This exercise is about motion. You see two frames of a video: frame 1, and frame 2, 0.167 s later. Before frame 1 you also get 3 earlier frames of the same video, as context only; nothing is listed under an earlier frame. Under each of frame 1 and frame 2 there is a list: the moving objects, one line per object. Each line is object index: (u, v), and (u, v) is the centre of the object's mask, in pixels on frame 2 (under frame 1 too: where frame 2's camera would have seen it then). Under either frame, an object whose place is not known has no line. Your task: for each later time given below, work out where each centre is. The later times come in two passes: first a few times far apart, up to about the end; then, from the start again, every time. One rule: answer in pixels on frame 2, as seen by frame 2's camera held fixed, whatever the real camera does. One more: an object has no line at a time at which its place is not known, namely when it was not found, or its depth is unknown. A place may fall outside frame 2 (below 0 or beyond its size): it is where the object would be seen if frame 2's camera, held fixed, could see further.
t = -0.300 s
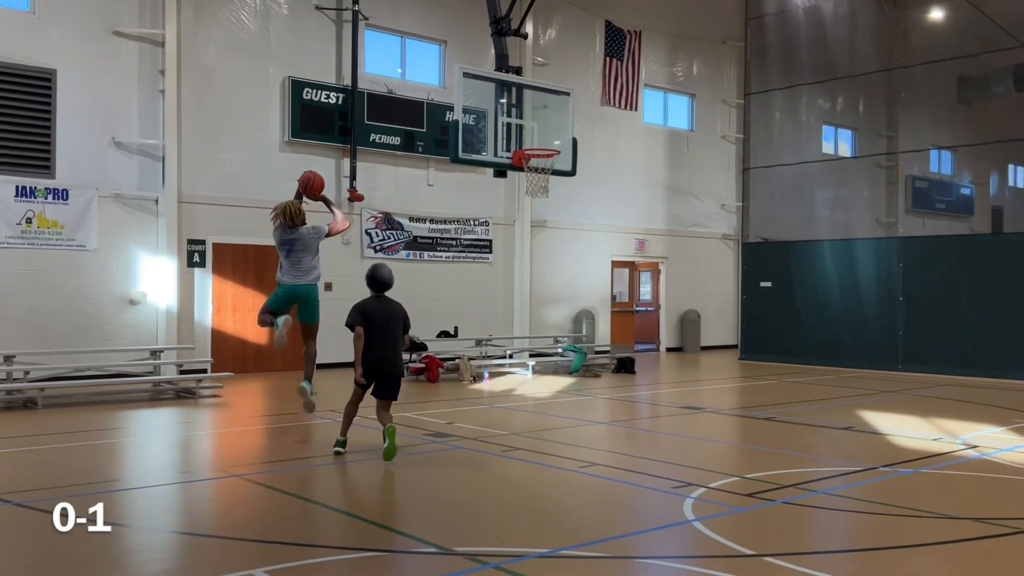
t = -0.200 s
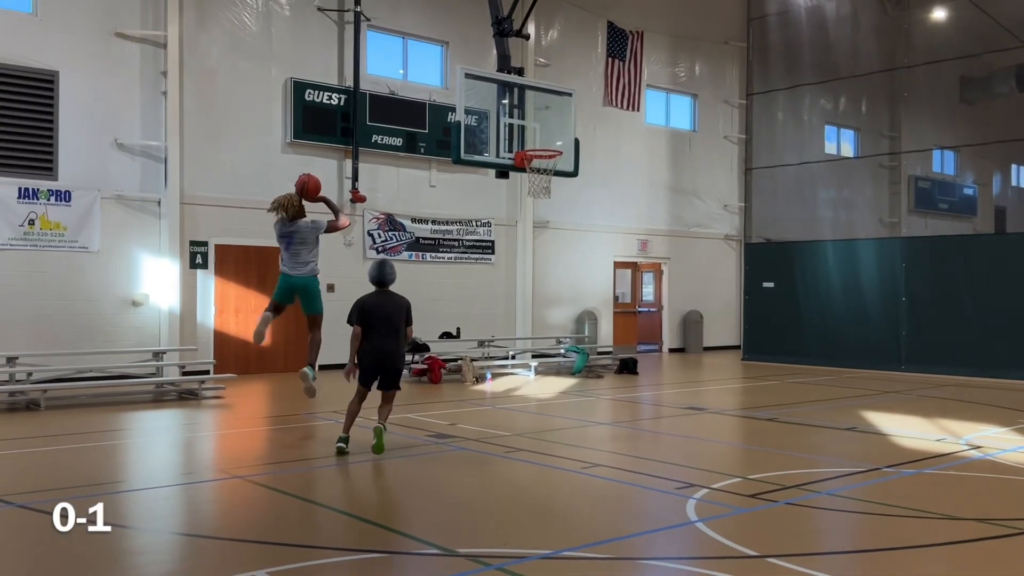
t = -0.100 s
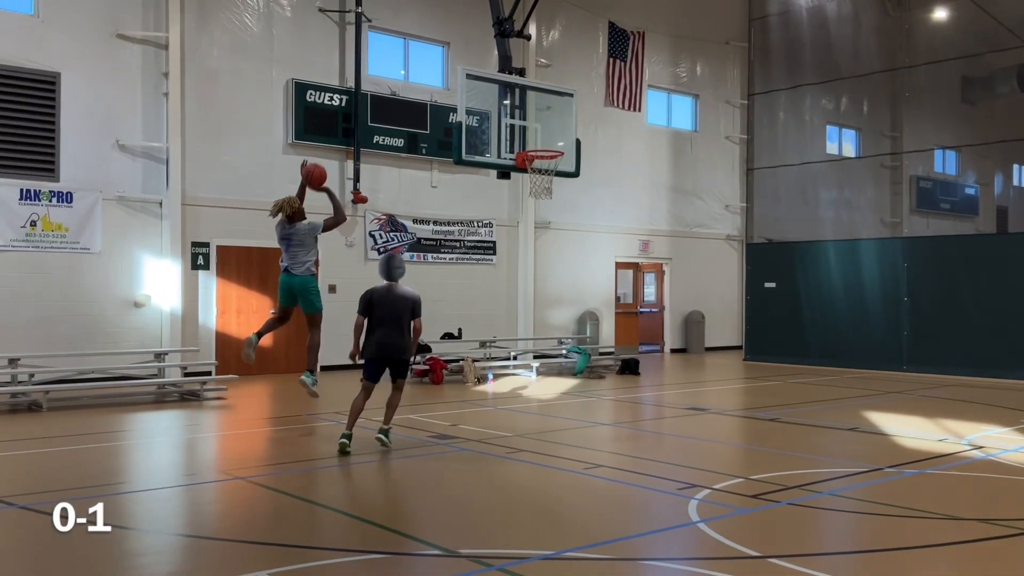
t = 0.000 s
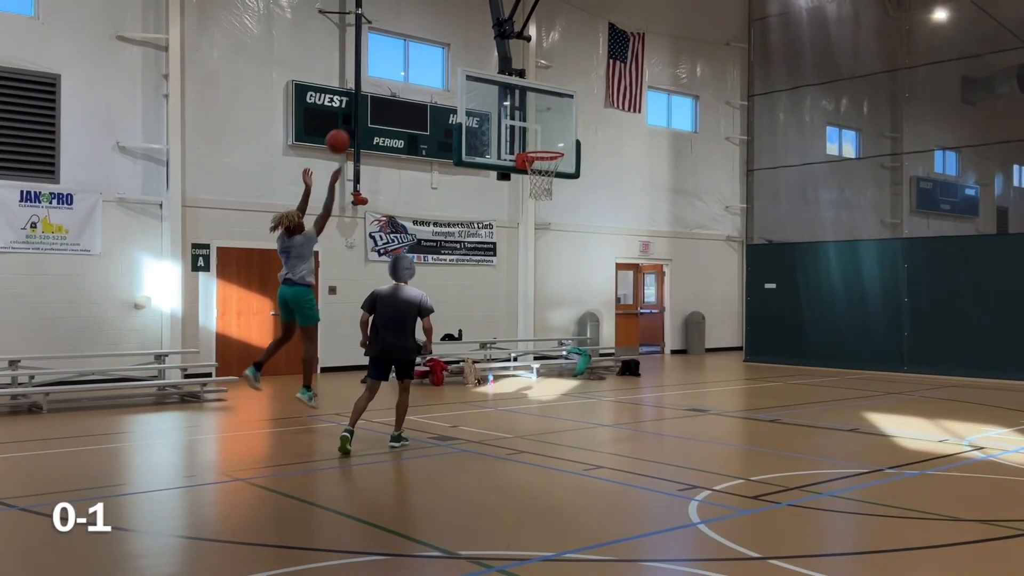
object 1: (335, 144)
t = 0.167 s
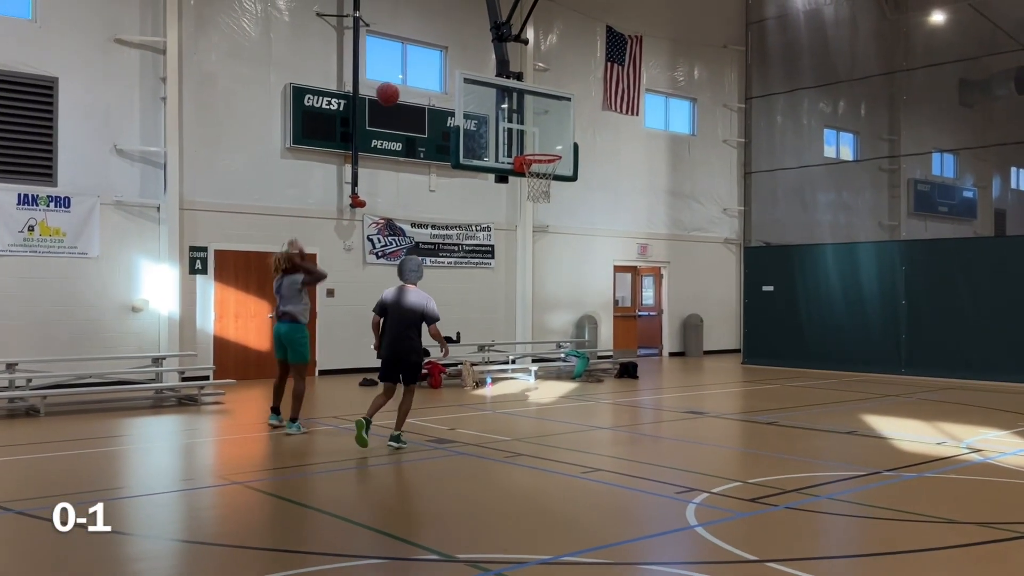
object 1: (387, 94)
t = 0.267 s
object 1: (416, 78)
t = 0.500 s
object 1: (480, 76)
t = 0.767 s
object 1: (544, 131)
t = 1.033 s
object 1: (555, 112)
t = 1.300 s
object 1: (552, 115)
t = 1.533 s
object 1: (551, 141)
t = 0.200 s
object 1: (397, 88)
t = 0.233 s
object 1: (407, 82)
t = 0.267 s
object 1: (416, 78)
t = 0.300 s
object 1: (426, 74)
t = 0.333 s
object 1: (436, 72)
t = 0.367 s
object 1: (445, 71)
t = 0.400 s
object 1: (454, 71)
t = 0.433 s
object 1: (463, 71)
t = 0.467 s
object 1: (471, 73)
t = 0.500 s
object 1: (480, 76)
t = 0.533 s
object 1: (489, 80)
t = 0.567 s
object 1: (497, 85)
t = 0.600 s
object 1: (506, 90)
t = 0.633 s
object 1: (514, 97)
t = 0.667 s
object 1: (521, 104)
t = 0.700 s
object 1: (529, 112)
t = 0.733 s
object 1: (537, 121)
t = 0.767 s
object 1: (544, 131)
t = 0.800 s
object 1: (552, 142)
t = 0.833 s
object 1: (557, 148)
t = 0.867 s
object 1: (557, 141)
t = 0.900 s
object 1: (556, 133)
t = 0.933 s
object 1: (556, 126)
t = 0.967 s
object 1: (556, 121)
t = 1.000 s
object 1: (555, 116)
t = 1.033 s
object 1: (555, 112)
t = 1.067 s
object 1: (555, 110)
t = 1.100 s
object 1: (554, 107)
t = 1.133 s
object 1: (554, 106)
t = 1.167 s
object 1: (554, 106)
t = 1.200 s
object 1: (553, 107)
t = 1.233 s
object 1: (553, 109)
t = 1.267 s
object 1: (552, 112)
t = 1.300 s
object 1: (552, 115)
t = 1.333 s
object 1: (551, 120)
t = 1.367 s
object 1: (551, 125)
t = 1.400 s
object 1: (551, 131)
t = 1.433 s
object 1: (551, 139)
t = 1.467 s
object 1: (550, 146)
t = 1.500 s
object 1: (550, 147)
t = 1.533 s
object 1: (551, 141)
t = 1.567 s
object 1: (551, 135)
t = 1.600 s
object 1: (551, 131)
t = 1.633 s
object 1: (552, 127)
